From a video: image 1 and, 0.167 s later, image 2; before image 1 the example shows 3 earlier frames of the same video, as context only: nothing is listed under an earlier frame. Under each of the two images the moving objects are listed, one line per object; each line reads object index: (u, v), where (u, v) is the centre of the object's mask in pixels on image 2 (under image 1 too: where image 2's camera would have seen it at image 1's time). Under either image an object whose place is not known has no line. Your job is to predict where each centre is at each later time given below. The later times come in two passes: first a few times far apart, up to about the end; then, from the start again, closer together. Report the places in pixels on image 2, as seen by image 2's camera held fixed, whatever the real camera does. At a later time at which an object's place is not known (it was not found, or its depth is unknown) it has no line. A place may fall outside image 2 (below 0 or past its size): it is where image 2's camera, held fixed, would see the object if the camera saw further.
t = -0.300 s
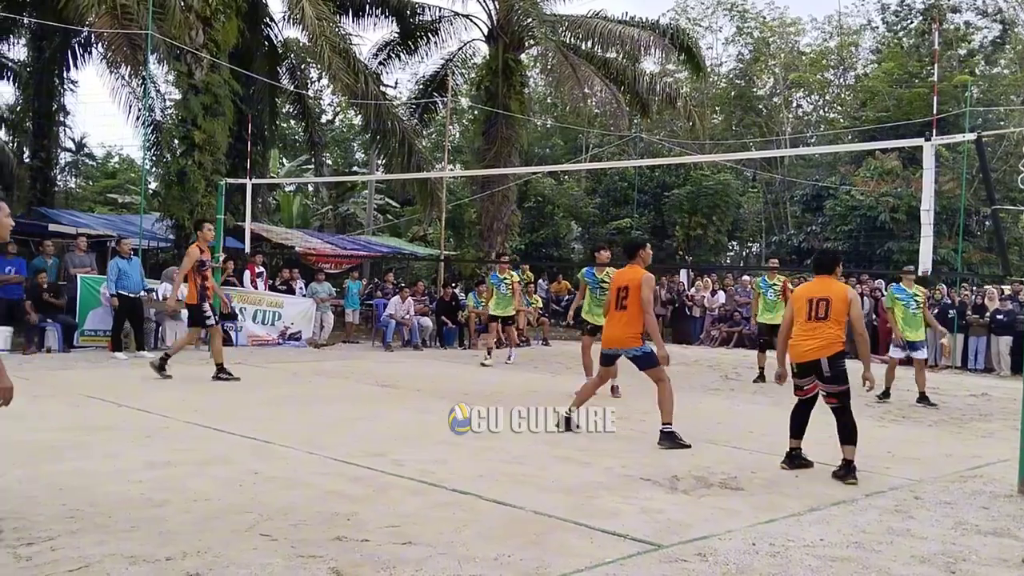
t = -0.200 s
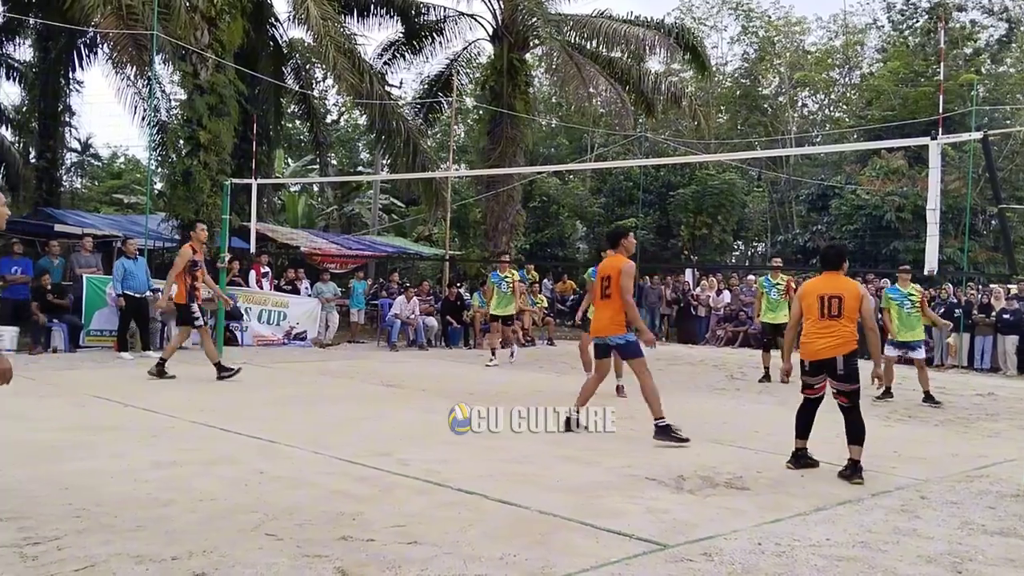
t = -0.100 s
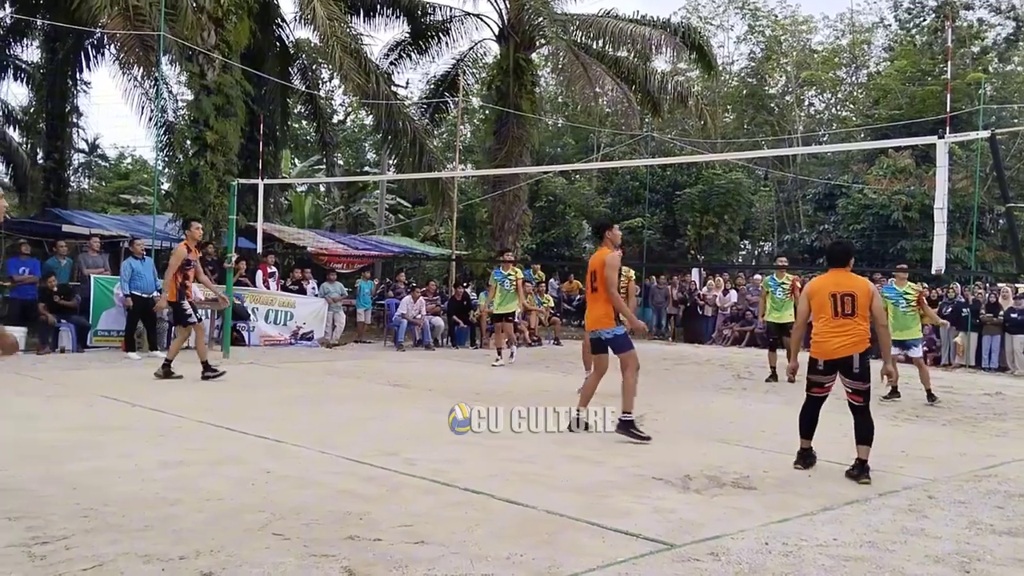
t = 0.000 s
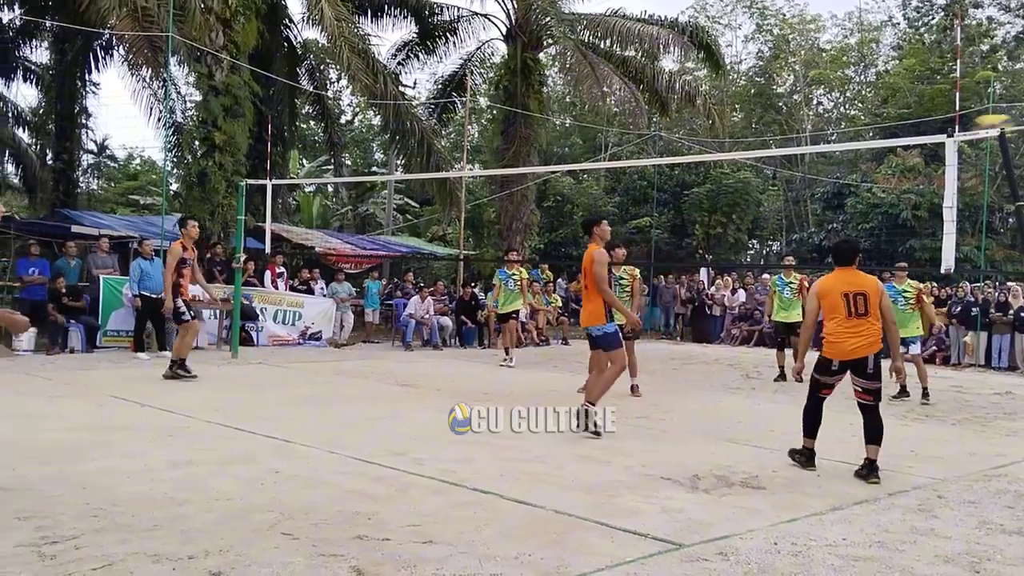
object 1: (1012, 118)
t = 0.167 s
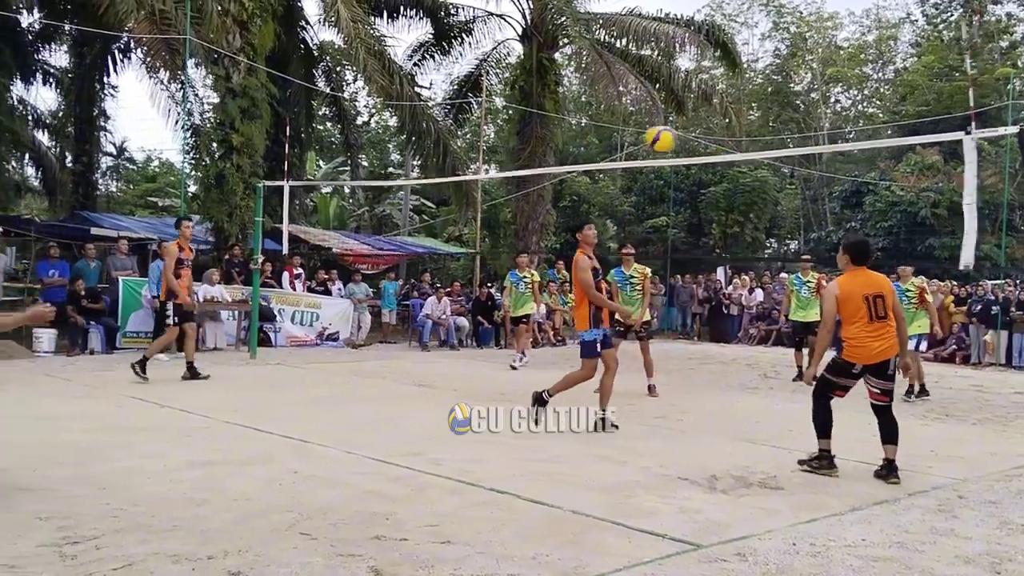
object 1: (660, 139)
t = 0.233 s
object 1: (557, 141)
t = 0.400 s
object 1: (288, 178)
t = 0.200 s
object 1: (608, 140)
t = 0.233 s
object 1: (557, 141)
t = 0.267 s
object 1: (503, 145)
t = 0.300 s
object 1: (448, 151)
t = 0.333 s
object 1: (396, 159)
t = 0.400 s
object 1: (288, 178)
